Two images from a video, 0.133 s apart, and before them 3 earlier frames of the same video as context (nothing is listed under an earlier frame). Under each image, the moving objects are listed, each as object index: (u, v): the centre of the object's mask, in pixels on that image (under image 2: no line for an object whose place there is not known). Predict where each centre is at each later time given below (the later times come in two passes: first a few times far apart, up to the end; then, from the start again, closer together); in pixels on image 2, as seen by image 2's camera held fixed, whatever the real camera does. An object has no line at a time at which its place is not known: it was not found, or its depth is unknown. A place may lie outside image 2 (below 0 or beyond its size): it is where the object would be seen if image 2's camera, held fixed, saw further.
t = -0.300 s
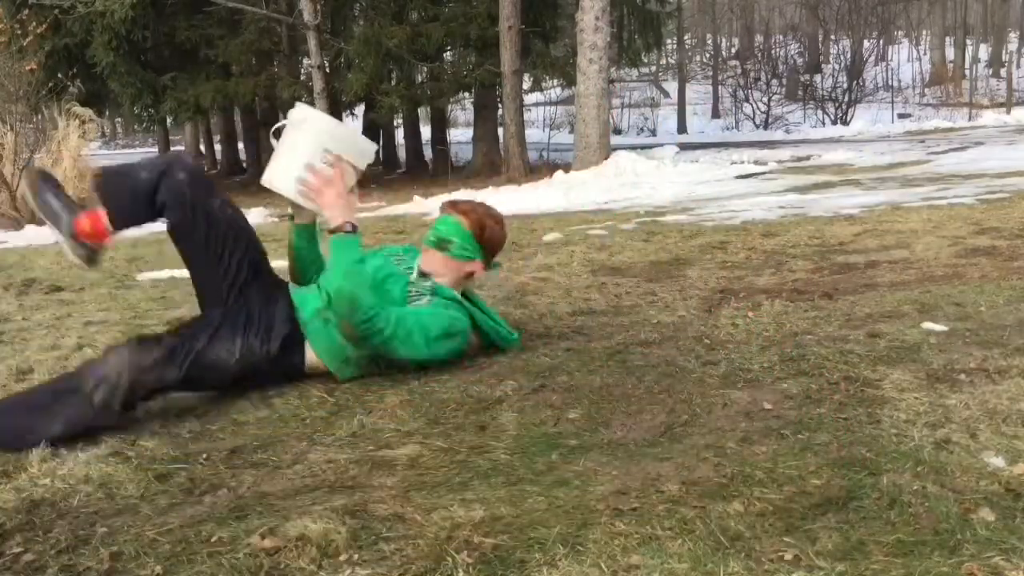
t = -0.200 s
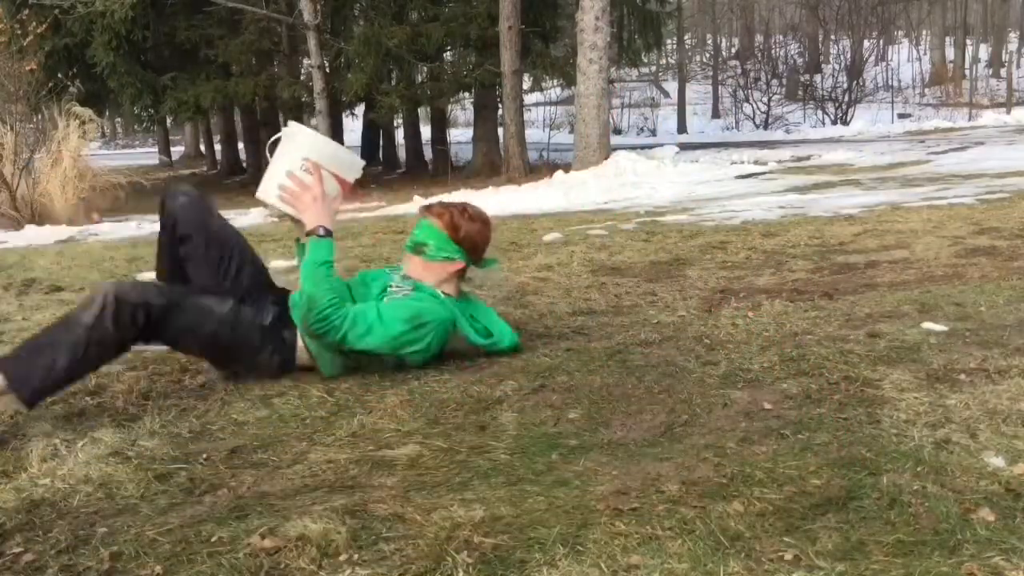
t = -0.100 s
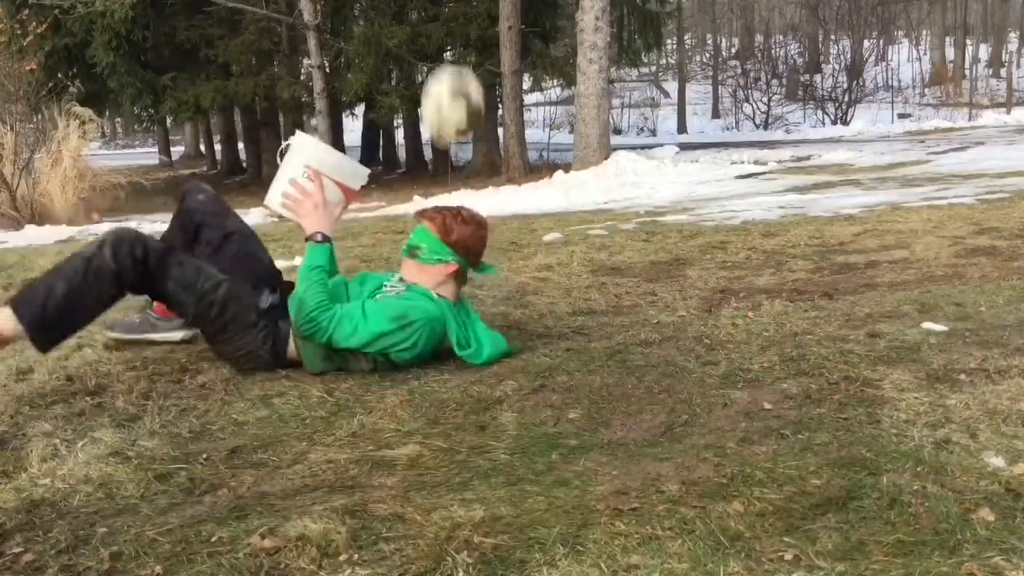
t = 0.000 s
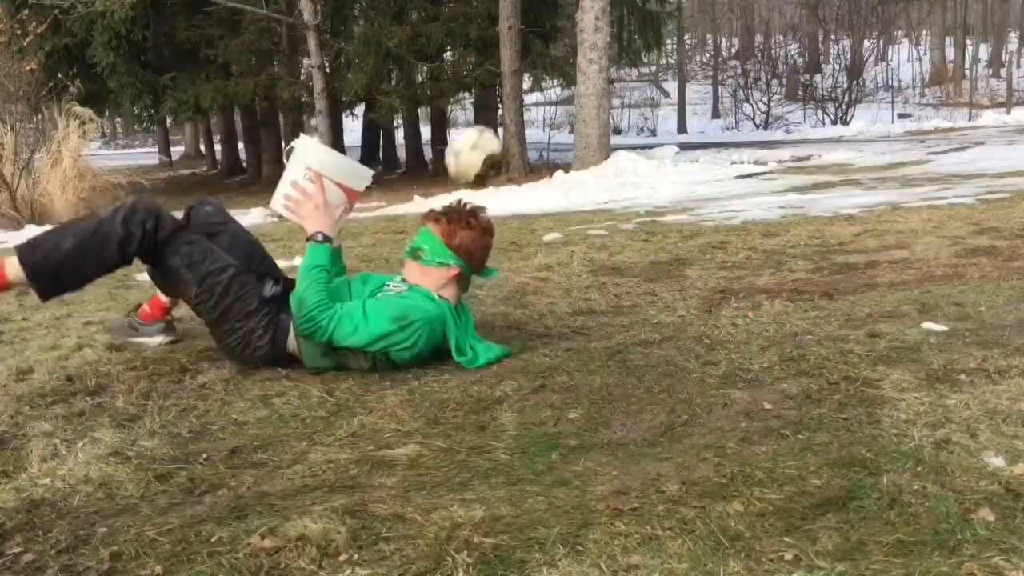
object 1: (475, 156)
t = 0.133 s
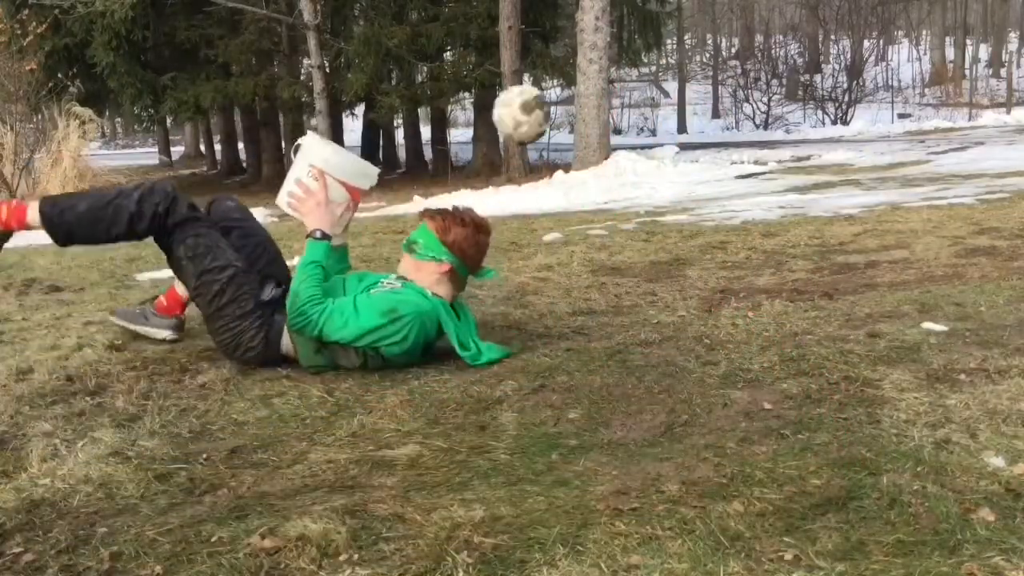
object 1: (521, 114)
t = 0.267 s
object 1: (563, 128)
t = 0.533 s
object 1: (627, 275)
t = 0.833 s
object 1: (660, 248)
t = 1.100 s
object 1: (676, 242)
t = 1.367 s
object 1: (694, 233)
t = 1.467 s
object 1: (699, 230)
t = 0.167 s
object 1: (531, 114)
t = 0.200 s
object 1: (541, 115)
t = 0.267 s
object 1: (563, 128)
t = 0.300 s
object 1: (573, 139)
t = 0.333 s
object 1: (580, 154)
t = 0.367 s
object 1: (589, 170)
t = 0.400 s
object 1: (598, 190)
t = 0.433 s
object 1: (607, 213)
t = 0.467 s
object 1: (614, 234)
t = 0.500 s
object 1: (621, 259)
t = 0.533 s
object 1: (627, 275)
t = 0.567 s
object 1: (632, 266)
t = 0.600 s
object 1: (636, 251)
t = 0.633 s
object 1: (640, 242)
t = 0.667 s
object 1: (644, 237)
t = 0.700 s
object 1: (648, 234)
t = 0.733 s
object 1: (650, 234)
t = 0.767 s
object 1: (655, 237)
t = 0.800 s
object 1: (657, 240)
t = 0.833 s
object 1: (660, 248)
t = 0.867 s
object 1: (663, 256)
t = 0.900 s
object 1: (666, 249)
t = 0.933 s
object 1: (668, 243)
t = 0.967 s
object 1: (670, 242)
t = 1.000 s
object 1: (672, 241)
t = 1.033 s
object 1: (674, 243)
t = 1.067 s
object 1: (675, 244)
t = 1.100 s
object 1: (676, 242)
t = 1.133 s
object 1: (679, 243)
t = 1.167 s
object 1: (682, 243)
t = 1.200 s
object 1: (683, 240)
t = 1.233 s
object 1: (685, 238)
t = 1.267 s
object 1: (686, 238)
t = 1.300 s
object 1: (688, 235)
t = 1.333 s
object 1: (690, 232)
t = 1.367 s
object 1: (694, 233)
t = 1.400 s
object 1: (696, 232)
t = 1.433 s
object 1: (698, 230)
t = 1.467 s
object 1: (699, 230)
